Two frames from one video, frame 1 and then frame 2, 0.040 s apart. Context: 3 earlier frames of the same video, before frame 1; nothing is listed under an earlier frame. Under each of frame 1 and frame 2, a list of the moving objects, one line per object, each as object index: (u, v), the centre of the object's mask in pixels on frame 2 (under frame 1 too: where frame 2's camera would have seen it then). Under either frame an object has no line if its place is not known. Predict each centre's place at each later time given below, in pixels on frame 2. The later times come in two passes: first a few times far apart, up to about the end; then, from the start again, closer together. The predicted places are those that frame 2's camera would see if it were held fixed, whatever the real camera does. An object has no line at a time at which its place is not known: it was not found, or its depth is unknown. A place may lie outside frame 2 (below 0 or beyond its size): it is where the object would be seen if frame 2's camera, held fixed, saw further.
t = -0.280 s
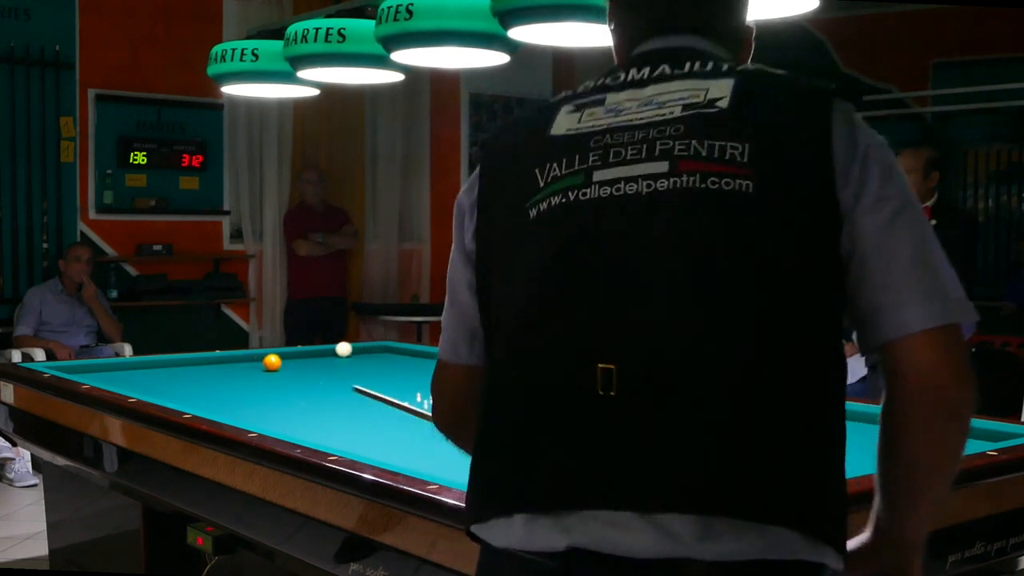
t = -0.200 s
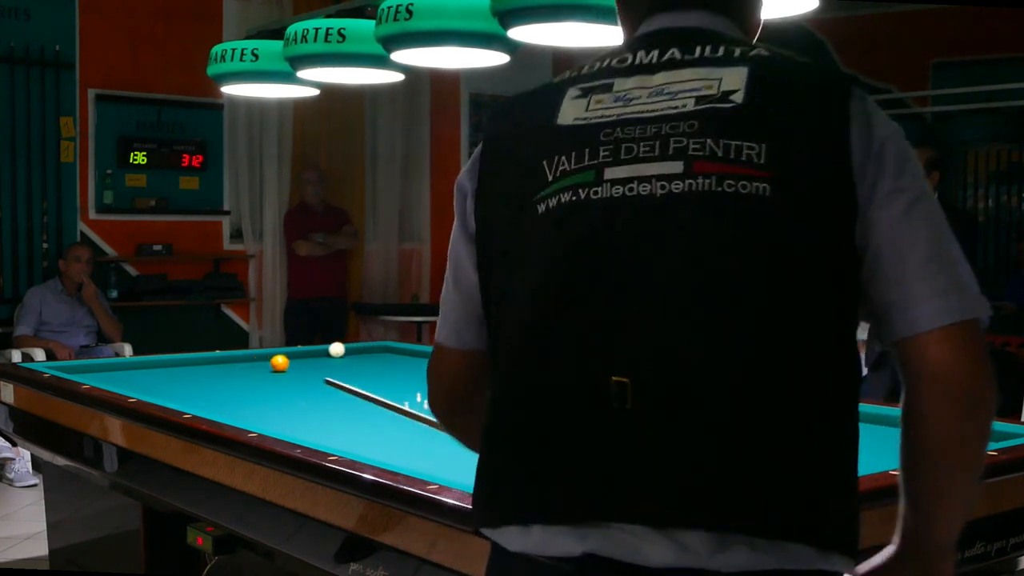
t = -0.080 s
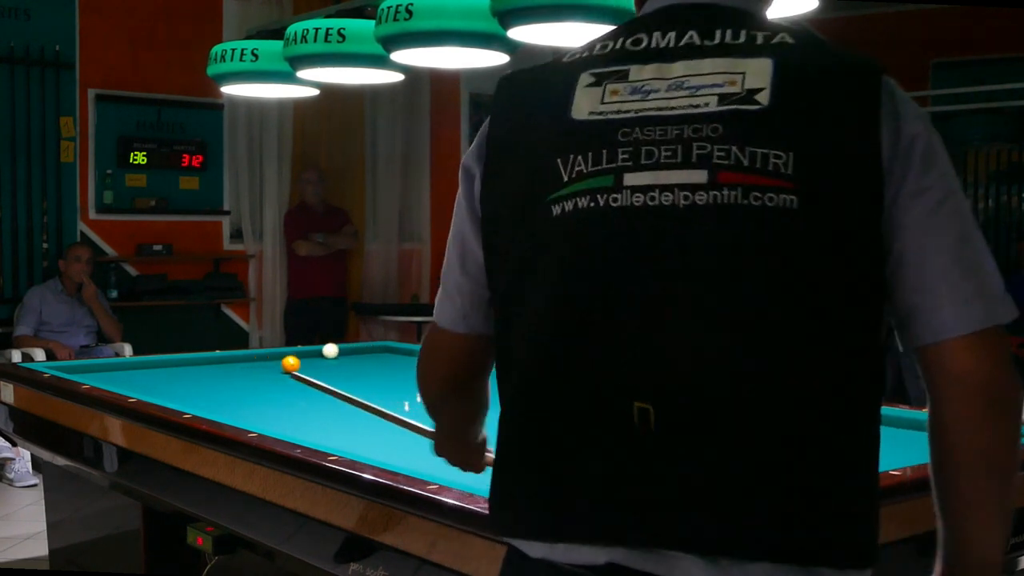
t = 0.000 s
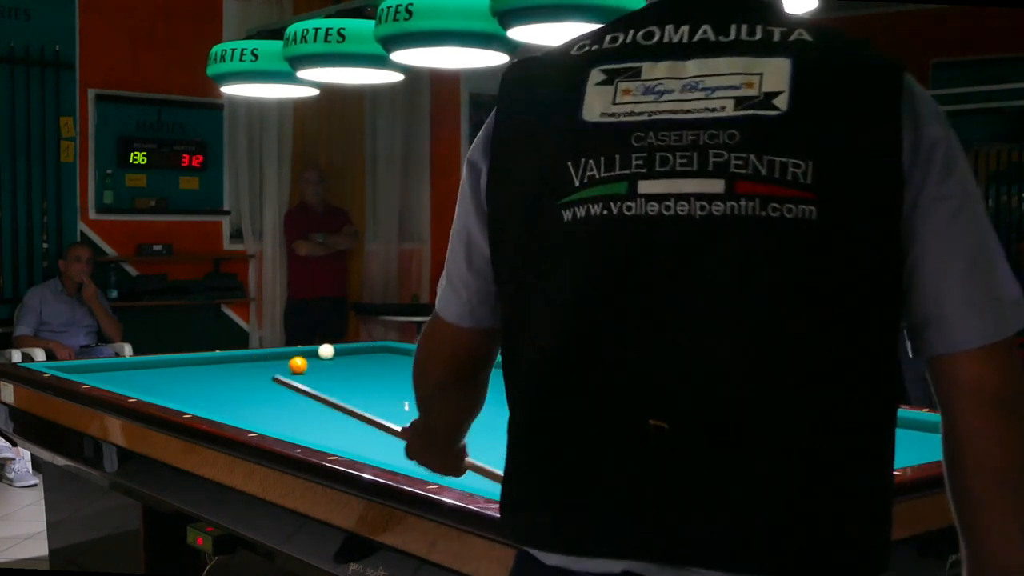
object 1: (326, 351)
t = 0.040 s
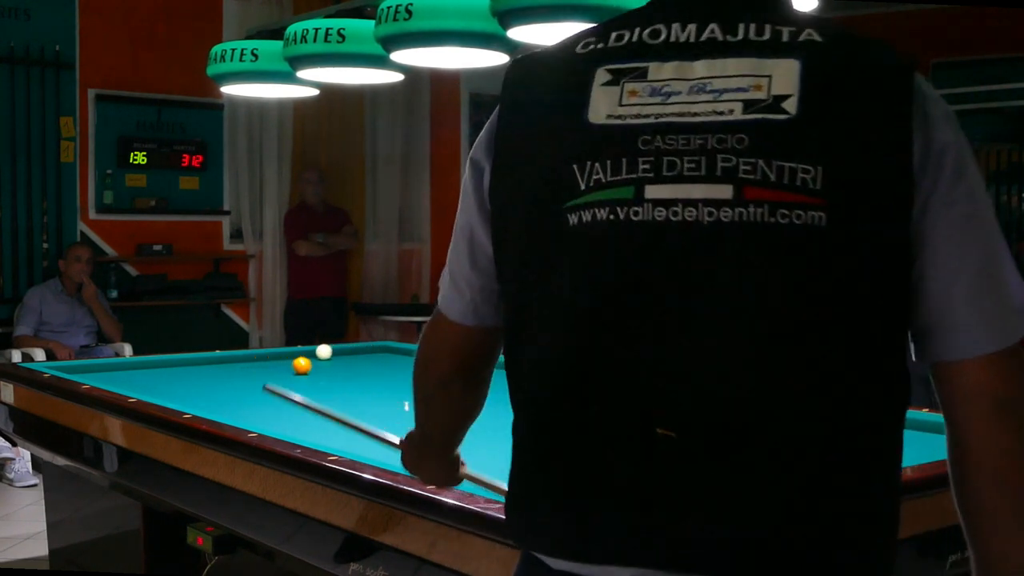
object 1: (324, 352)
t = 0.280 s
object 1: (311, 354)
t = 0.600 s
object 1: (293, 357)
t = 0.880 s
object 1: (277, 360)
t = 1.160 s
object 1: (261, 363)
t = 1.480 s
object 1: (242, 366)
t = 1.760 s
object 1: (226, 369)
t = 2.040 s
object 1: (209, 372)
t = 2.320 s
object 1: (193, 374)
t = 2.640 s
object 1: (173, 378)
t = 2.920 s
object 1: (156, 380)
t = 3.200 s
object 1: (139, 383)
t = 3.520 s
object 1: (120, 383)
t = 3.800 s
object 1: (125, 384)
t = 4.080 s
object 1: (138, 386)
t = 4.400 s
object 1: (153, 386)
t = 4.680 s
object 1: (164, 386)
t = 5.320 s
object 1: (185, 386)
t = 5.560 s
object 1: (191, 386)
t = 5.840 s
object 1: (198, 386)
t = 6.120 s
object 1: (202, 386)
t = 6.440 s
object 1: (206, 386)
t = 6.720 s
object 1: (208, 385)
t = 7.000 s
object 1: (209, 385)
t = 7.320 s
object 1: (209, 385)
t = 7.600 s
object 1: (209, 385)
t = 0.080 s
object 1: (322, 352)
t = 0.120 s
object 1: (320, 352)
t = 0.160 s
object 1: (317, 352)
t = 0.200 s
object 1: (315, 352)
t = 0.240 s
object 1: (312, 353)
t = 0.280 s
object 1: (311, 354)
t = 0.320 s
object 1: (309, 354)
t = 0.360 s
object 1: (306, 355)
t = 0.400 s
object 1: (304, 355)
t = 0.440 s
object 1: (302, 356)
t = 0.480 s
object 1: (300, 356)
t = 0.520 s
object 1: (297, 356)
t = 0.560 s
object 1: (295, 357)
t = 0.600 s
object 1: (293, 357)
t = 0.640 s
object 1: (290, 358)
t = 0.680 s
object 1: (288, 358)
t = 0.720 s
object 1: (286, 358)
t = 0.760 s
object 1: (284, 359)
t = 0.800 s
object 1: (281, 360)
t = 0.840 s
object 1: (279, 360)
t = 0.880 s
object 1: (277, 360)
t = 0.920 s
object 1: (274, 361)
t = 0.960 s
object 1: (272, 361)
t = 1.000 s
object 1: (270, 361)
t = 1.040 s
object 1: (268, 362)
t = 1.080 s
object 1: (265, 362)
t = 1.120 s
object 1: (263, 363)
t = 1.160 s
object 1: (261, 363)
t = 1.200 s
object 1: (259, 363)
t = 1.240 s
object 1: (256, 364)
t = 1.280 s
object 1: (254, 364)
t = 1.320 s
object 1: (252, 365)
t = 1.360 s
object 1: (249, 365)
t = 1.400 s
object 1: (247, 365)
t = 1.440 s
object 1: (245, 366)
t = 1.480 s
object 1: (242, 366)
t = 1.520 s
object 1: (240, 367)
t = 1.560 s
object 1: (238, 367)
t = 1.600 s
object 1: (235, 367)
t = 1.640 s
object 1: (233, 368)
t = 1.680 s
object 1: (230, 368)
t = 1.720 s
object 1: (228, 369)
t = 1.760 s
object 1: (226, 369)
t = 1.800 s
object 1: (223, 369)
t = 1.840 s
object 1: (221, 370)
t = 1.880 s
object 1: (219, 370)
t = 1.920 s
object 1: (216, 371)
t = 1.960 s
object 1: (214, 371)
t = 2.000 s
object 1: (211, 371)
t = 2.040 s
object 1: (209, 372)
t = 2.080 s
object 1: (207, 372)
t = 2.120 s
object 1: (205, 372)
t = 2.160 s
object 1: (202, 373)
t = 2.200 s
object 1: (200, 373)
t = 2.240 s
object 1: (197, 374)
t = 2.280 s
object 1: (195, 374)
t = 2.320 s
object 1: (193, 374)
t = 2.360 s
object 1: (190, 375)
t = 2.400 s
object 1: (188, 375)
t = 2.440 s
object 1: (185, 376)
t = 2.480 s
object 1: (183, 376)
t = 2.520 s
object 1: (180, 376)
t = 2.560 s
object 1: (178, 377)
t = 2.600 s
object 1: (175, 377)
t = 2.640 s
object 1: (173, 378)
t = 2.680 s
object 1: (170, 378)
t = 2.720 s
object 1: (168, 378)
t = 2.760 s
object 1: (166, 379)
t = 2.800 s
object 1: (163, 379)
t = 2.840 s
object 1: (161, 379)
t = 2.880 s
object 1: (158, 380)
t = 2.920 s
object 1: (156, 380)
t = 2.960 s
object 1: (153, 381)
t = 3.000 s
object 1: (151, 381)
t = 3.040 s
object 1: (148, 381)
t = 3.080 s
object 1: (146, 382)
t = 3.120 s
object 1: (143, 382)
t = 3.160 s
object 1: (141, 382)
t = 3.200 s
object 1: (139, 383)
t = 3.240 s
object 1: (136, 383)
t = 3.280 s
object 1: (134, 383)
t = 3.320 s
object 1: (131, 383)
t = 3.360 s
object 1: (129, 383)
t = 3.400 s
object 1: (127, 383)
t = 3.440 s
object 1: (125, 383)
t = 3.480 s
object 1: (122, 383)
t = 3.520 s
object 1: (120, 383)
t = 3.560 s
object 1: (117, 383)
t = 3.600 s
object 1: (115, 383)
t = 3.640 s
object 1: (116, 383)
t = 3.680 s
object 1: (119, 384)
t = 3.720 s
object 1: (121, 384)
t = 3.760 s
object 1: (123, 384)
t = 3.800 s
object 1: (125, 384)
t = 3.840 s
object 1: (127, 385)
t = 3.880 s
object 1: (129, 385)
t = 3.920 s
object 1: (131, 385)
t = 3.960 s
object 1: (132, 385)
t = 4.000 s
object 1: (134, 385)
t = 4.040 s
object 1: (137, 385)
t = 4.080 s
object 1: (138, 386)
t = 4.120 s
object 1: (140, 386)
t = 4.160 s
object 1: (142, 386)
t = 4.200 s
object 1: (144, 386)
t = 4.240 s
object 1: (146, 386)
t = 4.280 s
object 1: (147, 386)
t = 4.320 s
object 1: (149, 386)
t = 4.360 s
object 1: (151, 386)
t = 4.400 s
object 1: (153, 386)
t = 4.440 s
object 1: (154, 386)
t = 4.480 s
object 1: (156, 386)
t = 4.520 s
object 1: (158, 386)
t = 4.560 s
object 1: (159, 386)
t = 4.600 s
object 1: (161, 386)
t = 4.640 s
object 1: (162, 386)
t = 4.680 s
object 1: (164, 386)
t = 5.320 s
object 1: (185, 386)
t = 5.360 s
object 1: (186, 386)
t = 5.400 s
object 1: (187, 386)
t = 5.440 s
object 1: (188, 386)
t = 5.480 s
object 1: (189, 386)
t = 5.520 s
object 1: (190, 386)
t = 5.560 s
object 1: (191, 386)
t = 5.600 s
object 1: (192, 386)
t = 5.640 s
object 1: (193, 386)
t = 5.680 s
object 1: (194, 386)
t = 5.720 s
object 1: (195, 386)
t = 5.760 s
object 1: (196, 386)
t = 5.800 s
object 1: (197, 386)
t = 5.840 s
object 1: (198, 386)
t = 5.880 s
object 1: (199, 386)
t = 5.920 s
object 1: (199, 386)
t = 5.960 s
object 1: (200, 386)
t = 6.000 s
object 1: (200, 386)
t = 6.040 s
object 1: (201, 386)
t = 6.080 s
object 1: (202, 386)
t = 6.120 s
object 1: (202, 386)
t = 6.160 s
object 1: (203, 386)
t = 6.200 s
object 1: (203, 386)
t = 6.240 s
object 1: (204, 386)
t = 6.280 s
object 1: (204, 386)
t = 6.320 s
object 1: (205, 386)
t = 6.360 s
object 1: (205, 386)
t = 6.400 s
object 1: (206, 386)
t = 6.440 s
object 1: (206, 386)
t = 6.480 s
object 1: (206, 386)
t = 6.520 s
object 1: (207, 385)
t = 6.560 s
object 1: (207, 385)
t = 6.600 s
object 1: (207, 385)
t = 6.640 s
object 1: (207, 386)
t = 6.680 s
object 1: (208, 385)
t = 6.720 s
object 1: (208, 385)
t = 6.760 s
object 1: (209, 385)
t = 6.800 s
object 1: (209, 385)
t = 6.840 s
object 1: (209, 385)
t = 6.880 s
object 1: (209, 385)
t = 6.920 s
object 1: (209, 385)
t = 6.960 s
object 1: (209, 385)
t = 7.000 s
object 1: (209, 385)
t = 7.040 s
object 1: (209, 385)
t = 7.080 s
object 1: (209, 385)
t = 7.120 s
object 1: (209, 385)
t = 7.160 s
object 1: (209, 385)
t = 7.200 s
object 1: (209, 385)
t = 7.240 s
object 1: (209, 385)
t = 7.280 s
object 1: (209, 385)
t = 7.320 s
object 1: (209, 385)
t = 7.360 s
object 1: (209, 385)
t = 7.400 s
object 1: (209, 385)
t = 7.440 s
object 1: (209, 385)
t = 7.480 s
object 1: (209, 385)
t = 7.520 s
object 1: (209, 385)
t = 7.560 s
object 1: (209, 385)
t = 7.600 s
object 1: (209, 385)
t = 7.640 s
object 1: (209, 385)
